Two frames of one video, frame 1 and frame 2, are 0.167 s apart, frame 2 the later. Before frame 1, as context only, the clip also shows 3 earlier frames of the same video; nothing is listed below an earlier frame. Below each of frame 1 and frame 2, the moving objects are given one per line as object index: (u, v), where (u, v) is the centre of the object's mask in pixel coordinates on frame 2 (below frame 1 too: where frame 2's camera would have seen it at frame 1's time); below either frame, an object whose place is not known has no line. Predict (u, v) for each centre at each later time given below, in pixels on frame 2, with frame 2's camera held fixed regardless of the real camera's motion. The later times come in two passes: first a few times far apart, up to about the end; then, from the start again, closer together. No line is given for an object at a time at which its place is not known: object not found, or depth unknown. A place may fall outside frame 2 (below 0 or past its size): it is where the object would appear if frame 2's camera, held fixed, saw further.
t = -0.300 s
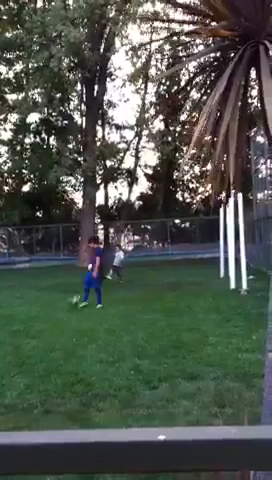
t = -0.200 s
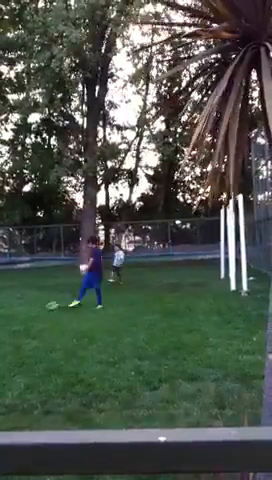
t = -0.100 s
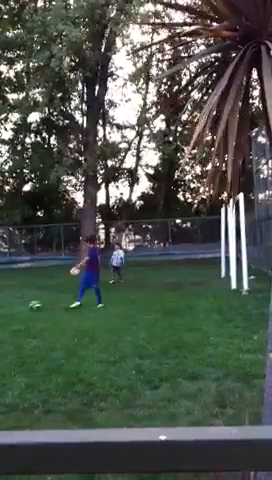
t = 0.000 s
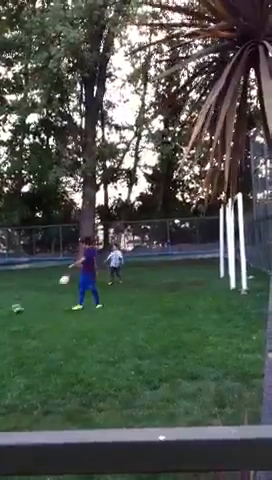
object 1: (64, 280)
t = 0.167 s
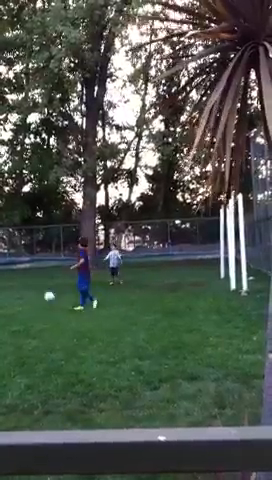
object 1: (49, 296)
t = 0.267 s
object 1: (41, 293)
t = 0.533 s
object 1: (23, 306)
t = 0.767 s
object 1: (4, 308)
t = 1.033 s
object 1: (-20, 319)
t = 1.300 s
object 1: (-49, 330)
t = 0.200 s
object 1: (46, 294)
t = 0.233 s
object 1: (44, 294)
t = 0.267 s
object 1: (41, 293)
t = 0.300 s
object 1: (39, 292)
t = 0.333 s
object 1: (37, 293)
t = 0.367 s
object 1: (35, 294)
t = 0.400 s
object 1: (32, 295)
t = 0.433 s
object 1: (30, 296)
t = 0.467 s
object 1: (28, 298)
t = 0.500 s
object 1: (25, 302)
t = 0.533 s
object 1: (23, 306)
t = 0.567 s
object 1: (21, 307)
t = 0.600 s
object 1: (18, 306)
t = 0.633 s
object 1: (16, 306)
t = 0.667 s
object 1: (13, 305)
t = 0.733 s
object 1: (6, 306)
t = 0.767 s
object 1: (4, 308)
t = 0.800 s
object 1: (1, 309)
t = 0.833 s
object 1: (-2, 311)
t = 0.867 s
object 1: (-3, 315)
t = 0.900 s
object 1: (-3, 321)
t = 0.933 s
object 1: (-6, 321)
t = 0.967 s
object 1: (-13, 318)
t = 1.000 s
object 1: (-20, 316)
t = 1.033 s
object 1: (-20, 319)
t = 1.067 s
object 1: (-24, 320)
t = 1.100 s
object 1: (-28, 321)
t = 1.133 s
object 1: (-31, 323)
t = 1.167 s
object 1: (-35, 325)
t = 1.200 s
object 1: (-38, 327)
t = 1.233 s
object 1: (-41, 326)
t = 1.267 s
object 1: (-45, 327)
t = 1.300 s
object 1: (-49, 330)
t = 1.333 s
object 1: (-51, 332)
